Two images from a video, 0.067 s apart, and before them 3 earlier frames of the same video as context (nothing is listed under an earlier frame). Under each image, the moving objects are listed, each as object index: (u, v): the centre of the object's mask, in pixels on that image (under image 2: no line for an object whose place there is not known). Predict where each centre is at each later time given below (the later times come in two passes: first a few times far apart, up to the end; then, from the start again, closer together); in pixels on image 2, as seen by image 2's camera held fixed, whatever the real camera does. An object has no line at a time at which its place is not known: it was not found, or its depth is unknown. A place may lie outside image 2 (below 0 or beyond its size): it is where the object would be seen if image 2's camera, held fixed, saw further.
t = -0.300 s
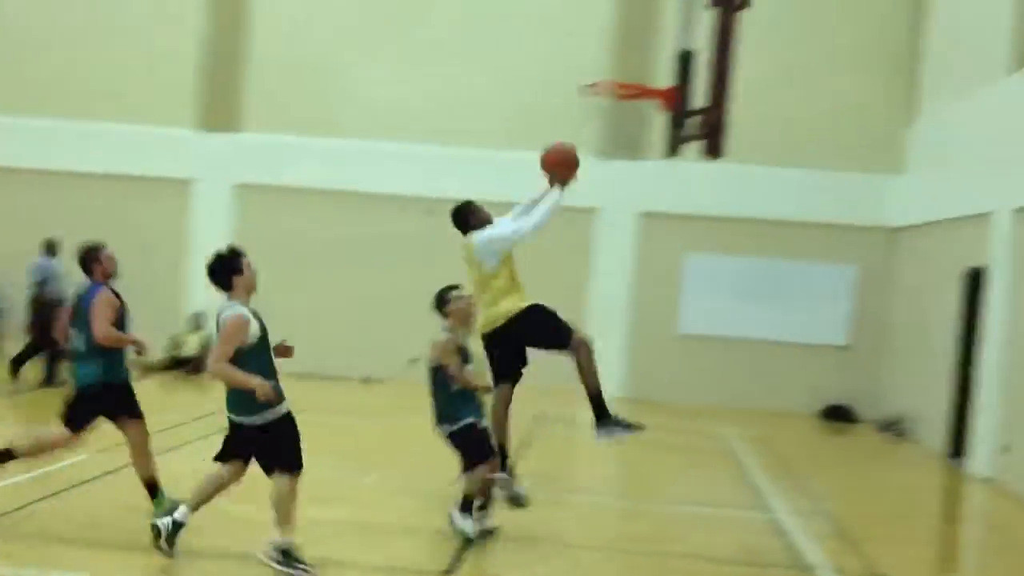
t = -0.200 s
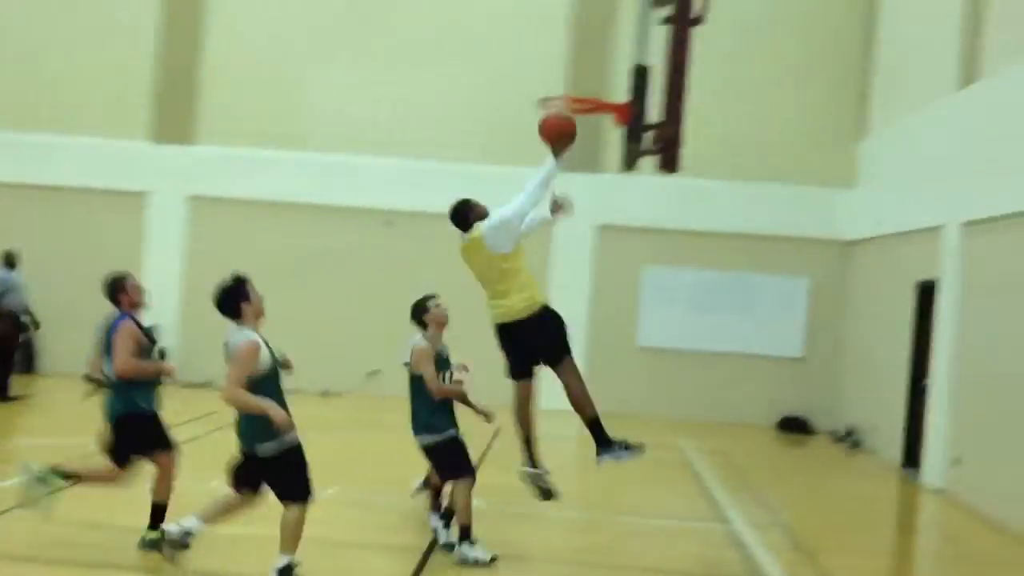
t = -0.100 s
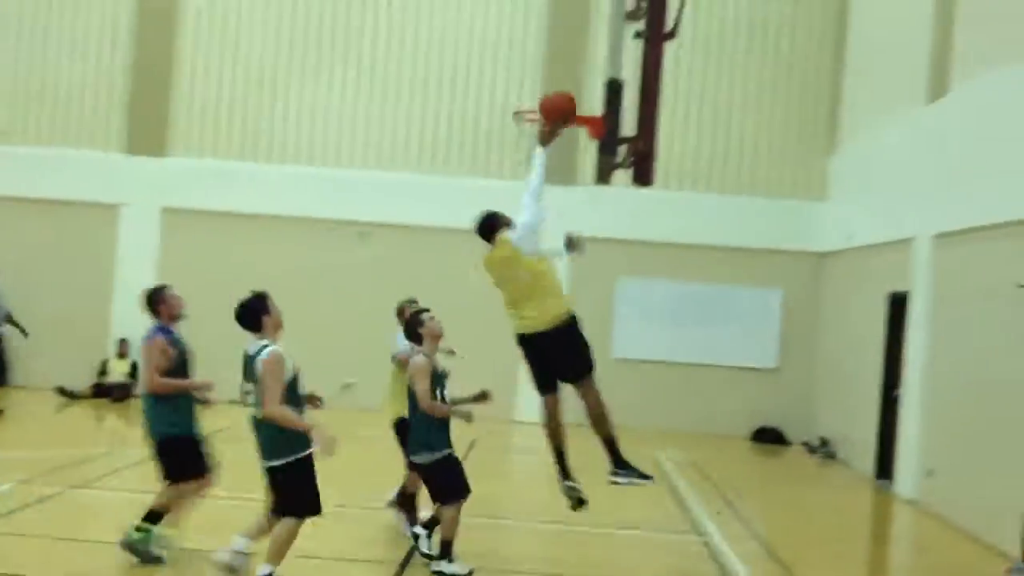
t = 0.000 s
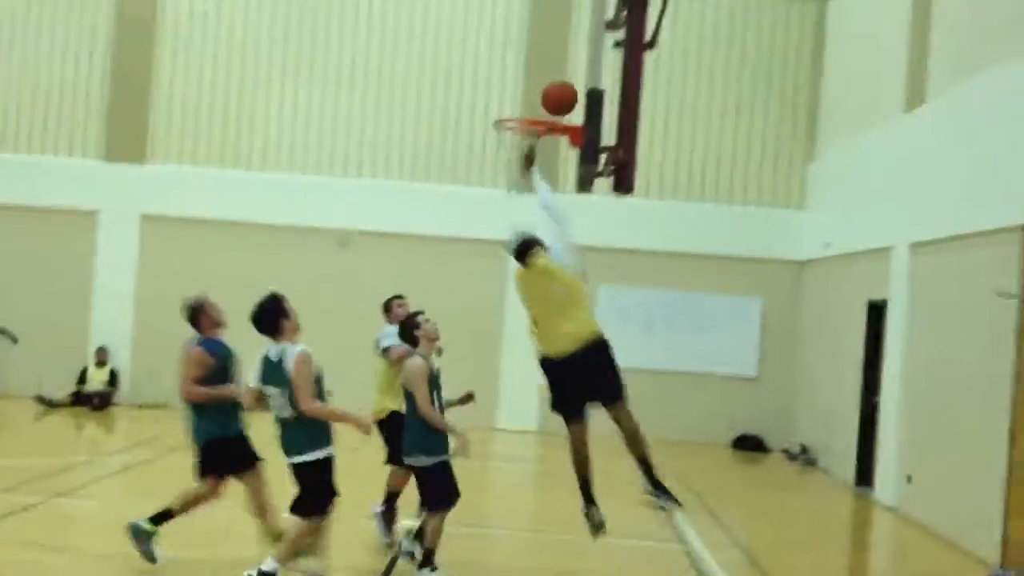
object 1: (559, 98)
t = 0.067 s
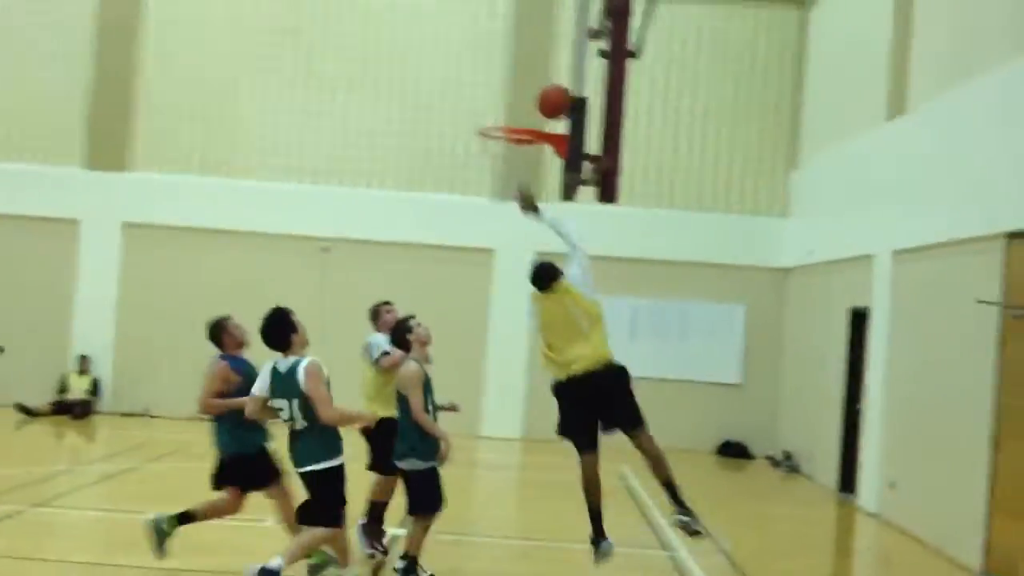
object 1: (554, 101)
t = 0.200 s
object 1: (534, 103)
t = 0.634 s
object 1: (530, 161)
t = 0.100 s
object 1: (550, 99)
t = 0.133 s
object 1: (544, 99)
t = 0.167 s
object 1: (538, 100)
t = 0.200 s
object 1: (534, 103)
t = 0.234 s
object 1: (529, 107)
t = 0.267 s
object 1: (524, 112)
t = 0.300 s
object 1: (519, 116)
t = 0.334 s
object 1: (511, 123)
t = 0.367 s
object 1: (505, 125)
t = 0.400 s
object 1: (500, 128)
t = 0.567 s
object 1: (519, 152)
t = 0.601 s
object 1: (526, 156)
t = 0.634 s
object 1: (530, 161)
